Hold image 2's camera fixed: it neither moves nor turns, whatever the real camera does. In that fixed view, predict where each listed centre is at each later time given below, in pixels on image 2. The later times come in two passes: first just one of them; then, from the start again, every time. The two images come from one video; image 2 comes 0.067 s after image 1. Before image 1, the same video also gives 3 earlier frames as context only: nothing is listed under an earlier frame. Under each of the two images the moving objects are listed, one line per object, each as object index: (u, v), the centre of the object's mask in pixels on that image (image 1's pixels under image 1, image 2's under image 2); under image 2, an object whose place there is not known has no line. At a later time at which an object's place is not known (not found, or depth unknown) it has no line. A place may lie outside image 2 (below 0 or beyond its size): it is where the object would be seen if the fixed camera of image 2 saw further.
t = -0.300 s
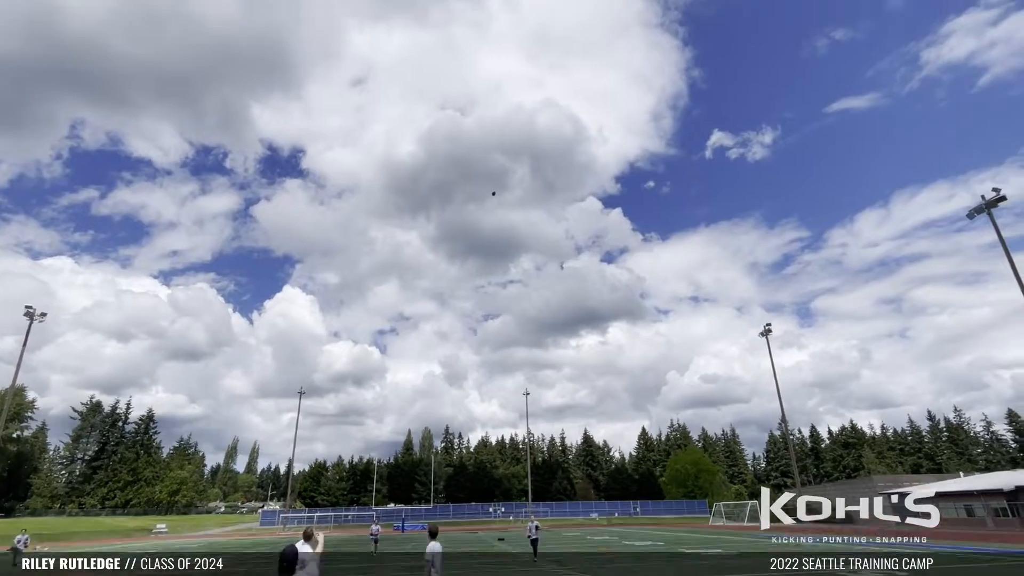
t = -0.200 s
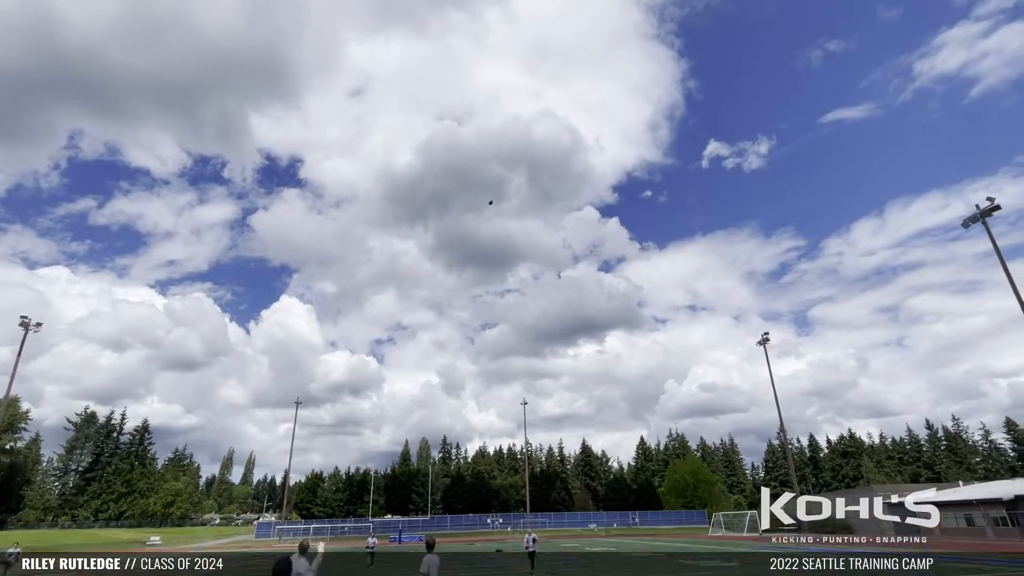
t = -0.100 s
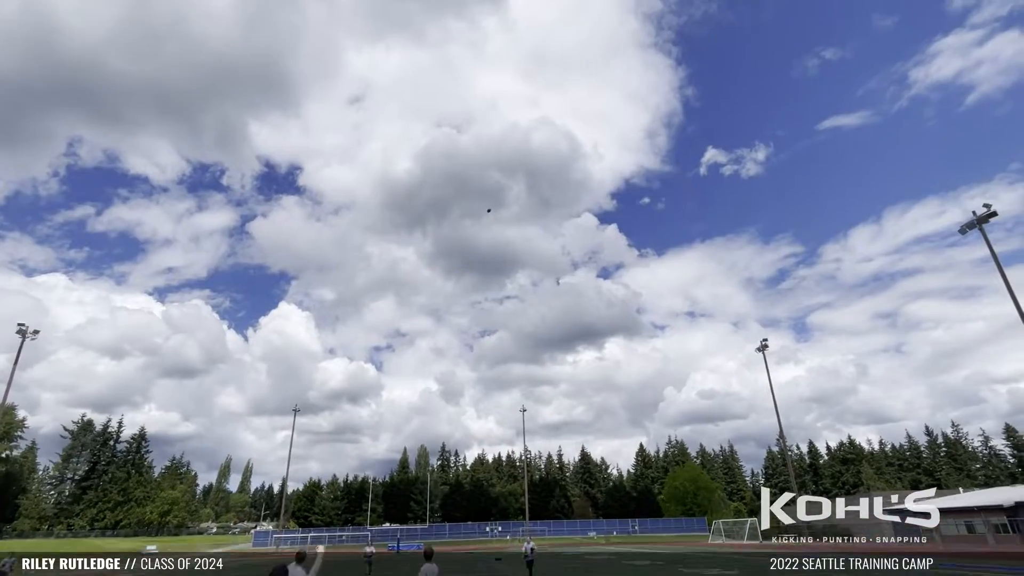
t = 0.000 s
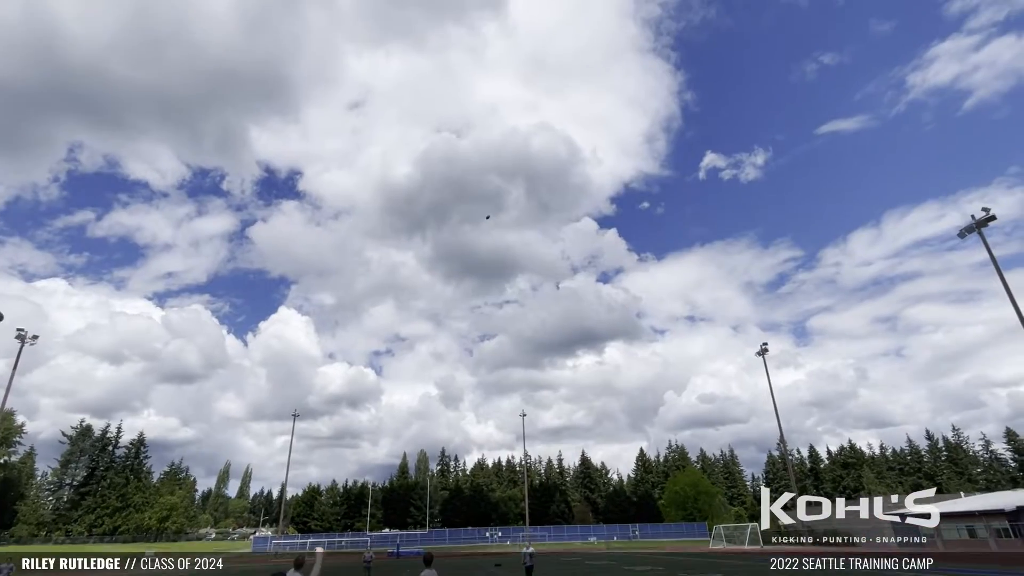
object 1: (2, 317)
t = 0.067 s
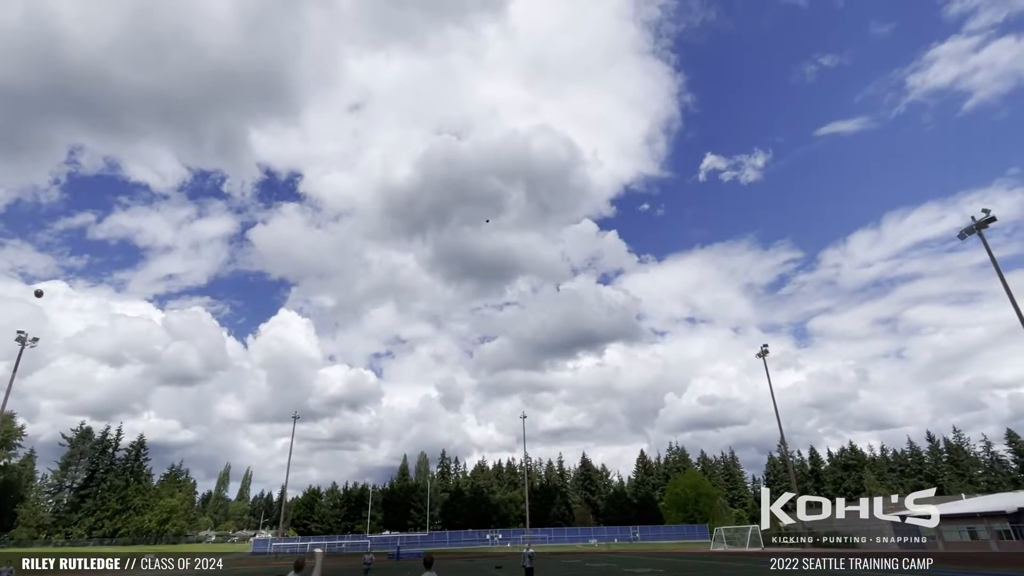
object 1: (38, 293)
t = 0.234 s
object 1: (100, 257)
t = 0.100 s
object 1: (54, 284)
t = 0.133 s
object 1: (68, 276)
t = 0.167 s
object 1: (80, 269)
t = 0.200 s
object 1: (91, 262)
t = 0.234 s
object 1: (100, 257)
